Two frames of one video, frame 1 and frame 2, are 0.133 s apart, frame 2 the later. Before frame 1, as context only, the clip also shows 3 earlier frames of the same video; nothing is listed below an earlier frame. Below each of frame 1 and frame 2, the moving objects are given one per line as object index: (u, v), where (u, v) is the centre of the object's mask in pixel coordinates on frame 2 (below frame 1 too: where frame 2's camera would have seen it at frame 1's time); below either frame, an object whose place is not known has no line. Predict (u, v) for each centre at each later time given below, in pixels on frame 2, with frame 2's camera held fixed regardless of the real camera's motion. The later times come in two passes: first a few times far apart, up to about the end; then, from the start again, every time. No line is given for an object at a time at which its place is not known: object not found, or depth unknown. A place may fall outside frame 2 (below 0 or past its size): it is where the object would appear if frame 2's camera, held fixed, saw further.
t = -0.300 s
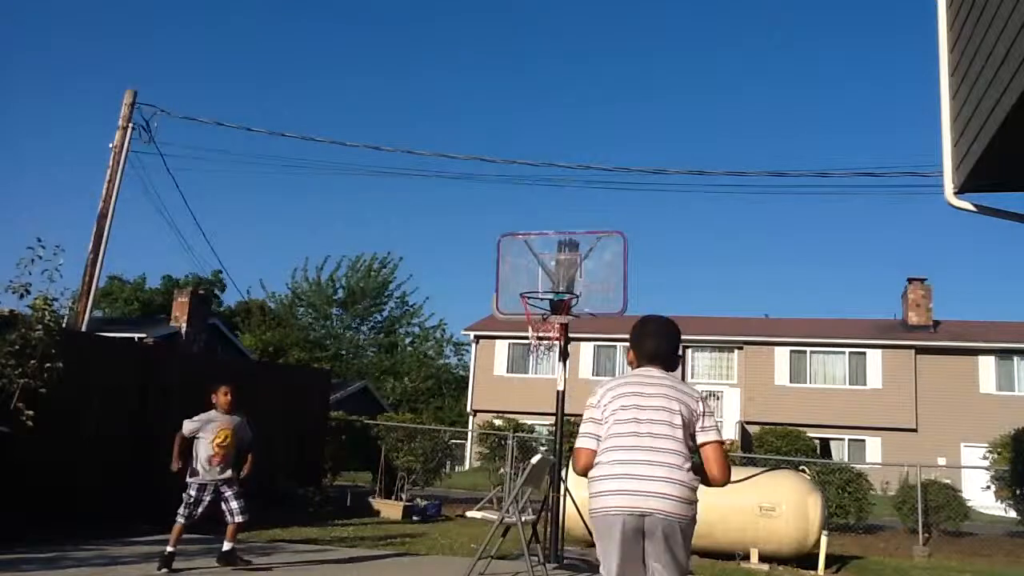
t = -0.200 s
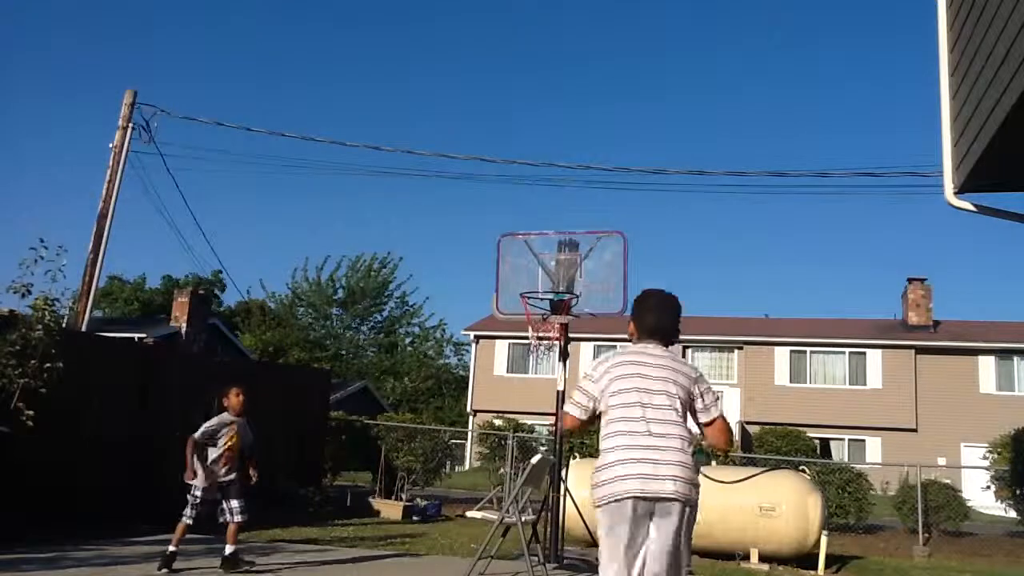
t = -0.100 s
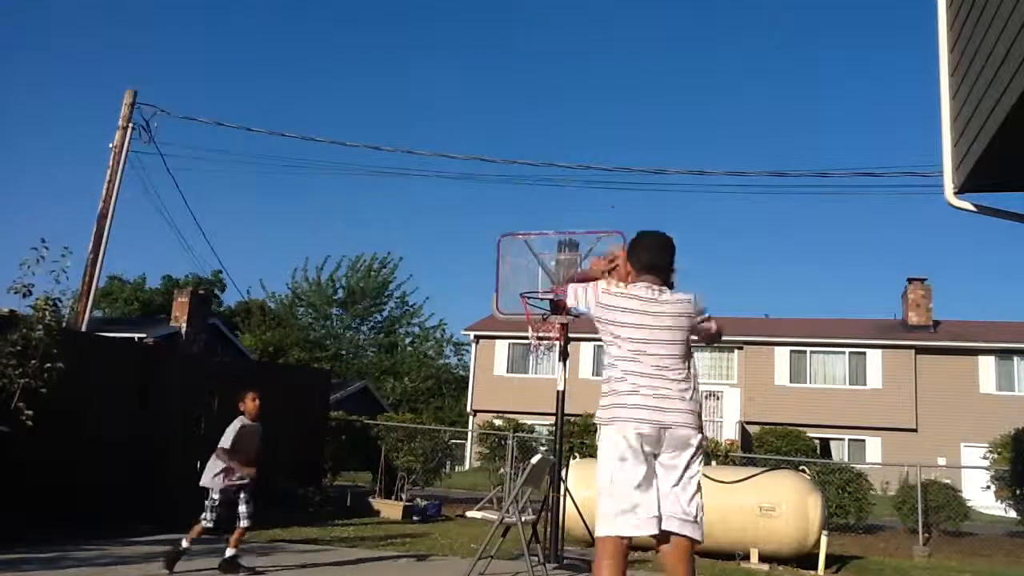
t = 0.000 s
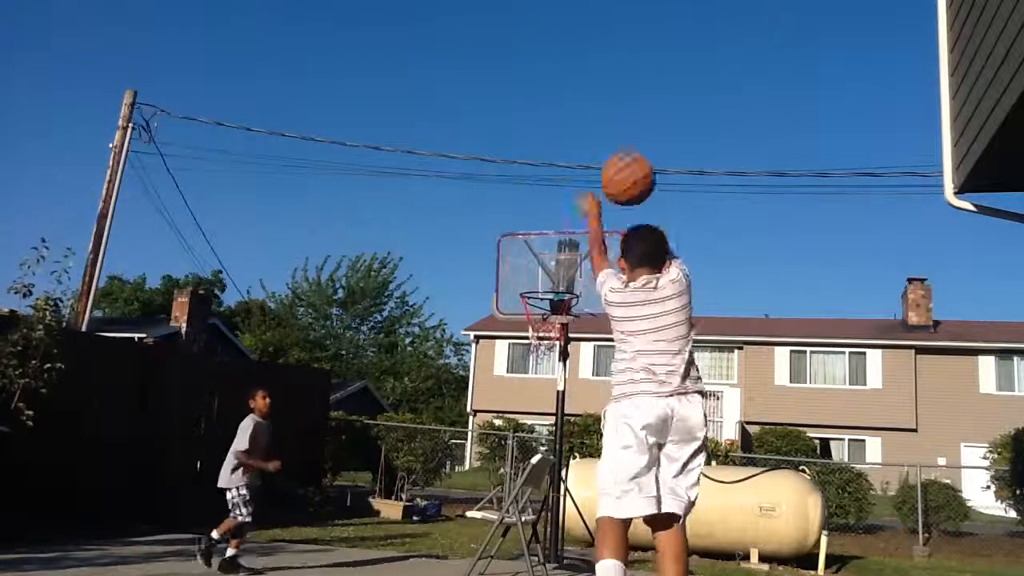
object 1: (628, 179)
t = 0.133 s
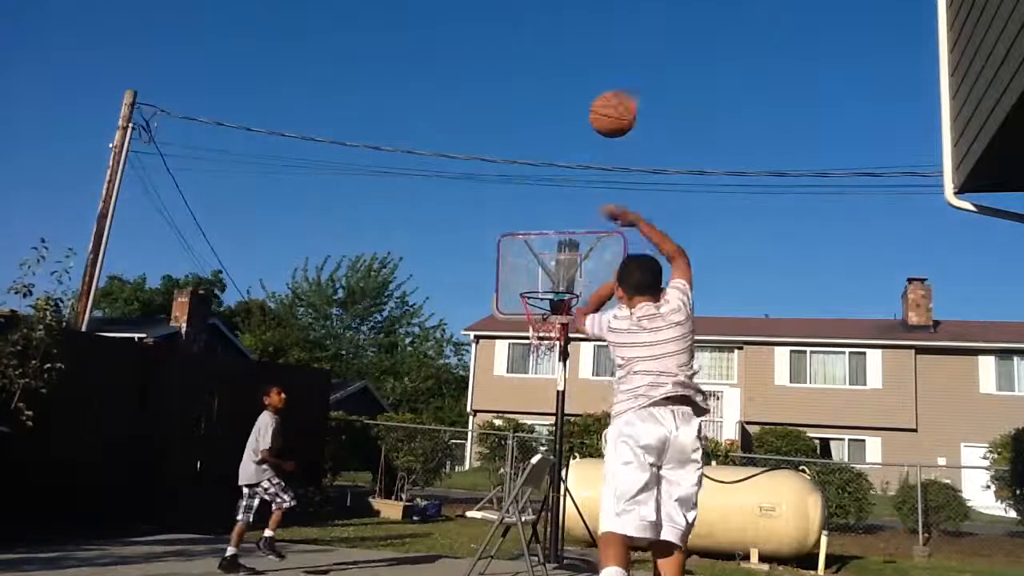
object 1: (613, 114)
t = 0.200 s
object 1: (607, 99)
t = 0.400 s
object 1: (591, 102)
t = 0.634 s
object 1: (577, 167)
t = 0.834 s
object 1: (564, 256)
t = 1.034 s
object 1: (525, 329)
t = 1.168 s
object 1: (494, 411)
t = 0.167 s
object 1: (610, 106)
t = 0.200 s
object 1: (607, 99)
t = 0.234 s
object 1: (604, 95)
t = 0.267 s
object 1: (601, 93)
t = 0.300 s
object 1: (599, 93)
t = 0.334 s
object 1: (596, 95)
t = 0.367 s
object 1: (594, 97)
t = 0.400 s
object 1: (591, 102)
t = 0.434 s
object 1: (589, 108)
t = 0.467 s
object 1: (586, 115)
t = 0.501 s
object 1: (584, 123)
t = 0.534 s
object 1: (582, 133)
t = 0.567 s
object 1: (580, 143)
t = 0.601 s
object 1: (578, 154)
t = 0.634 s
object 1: (577, 167)
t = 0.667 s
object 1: (575, 180)
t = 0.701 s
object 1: (572, 193)
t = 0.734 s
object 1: (570, 209)
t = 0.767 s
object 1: (568, 224)
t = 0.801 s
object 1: (565, 240)
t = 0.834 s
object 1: (564, 256)
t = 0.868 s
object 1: (561, 268)
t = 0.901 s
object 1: (553, 277)
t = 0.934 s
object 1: (548, 288)
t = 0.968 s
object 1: (538, 302)
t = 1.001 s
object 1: (534, 315)
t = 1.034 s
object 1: (525, 329)
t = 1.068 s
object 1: (519, 346)
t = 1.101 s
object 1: (510, 367)
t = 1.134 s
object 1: (502, 388)
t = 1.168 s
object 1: (494, 411)
